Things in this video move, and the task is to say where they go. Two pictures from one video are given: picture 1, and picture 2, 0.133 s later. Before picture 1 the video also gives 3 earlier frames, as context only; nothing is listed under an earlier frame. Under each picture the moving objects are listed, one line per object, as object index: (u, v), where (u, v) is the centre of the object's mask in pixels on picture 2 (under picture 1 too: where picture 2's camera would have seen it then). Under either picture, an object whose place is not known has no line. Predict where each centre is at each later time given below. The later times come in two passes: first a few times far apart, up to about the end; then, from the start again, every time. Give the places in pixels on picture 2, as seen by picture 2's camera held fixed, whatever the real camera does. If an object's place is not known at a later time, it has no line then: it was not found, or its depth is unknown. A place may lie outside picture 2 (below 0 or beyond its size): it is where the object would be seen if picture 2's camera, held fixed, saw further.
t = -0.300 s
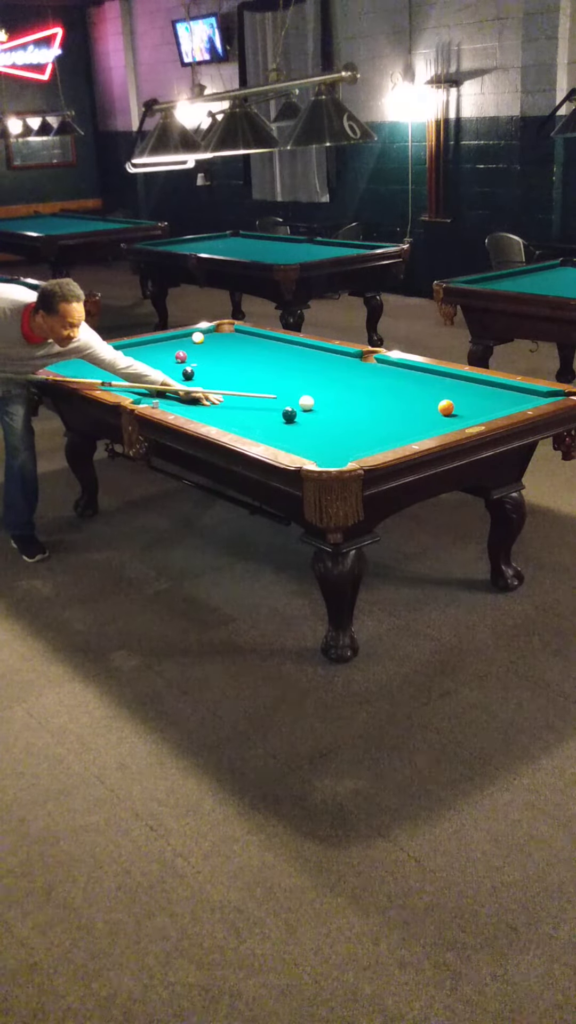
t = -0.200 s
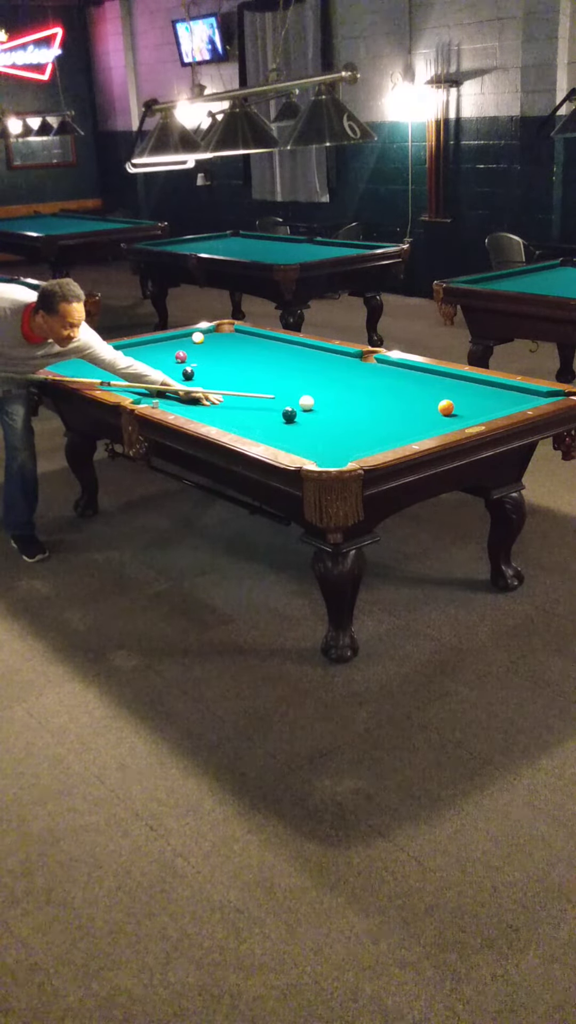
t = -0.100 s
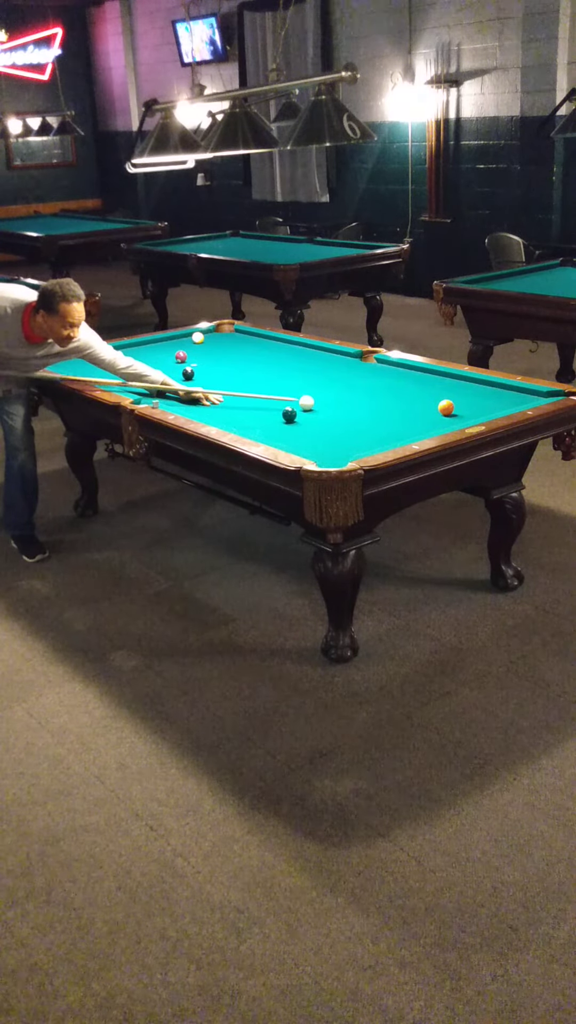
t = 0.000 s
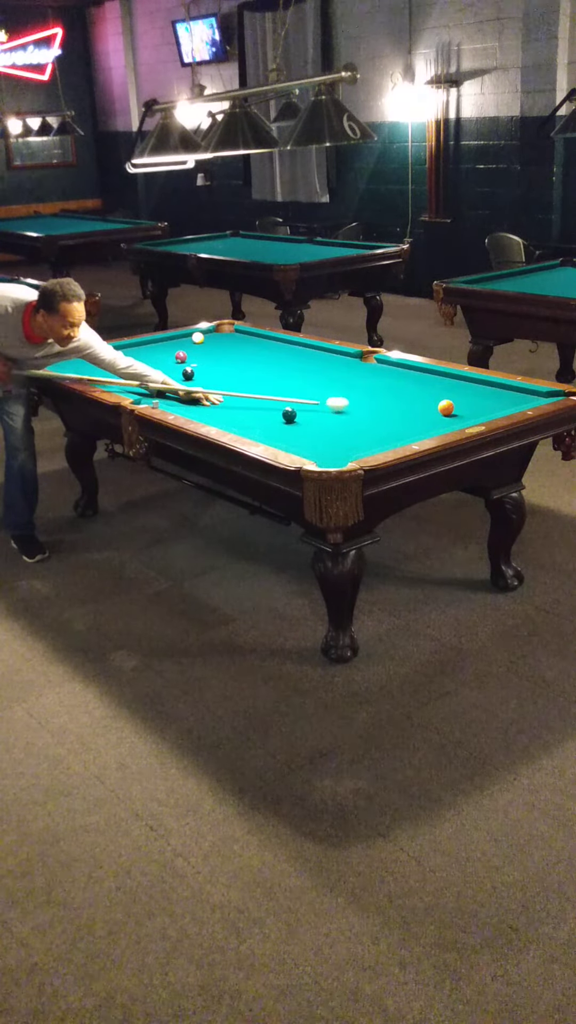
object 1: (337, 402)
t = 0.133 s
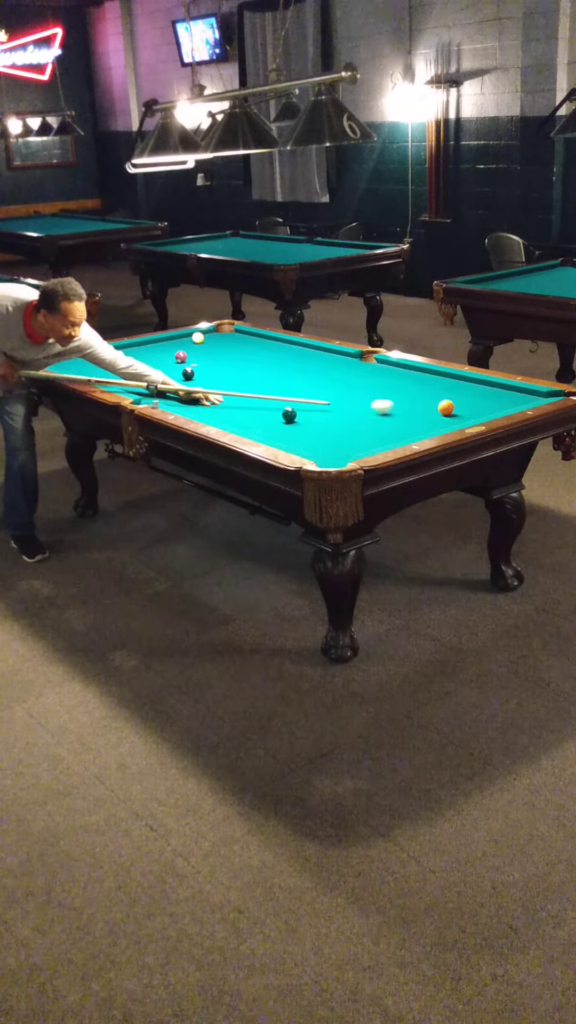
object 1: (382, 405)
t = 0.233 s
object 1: (416, 407)
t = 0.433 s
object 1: (449, 415)
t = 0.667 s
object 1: (456, 418)
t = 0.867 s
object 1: (438, 415)
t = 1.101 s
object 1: (419, 412)
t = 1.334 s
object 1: (402, 409)
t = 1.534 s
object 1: (388, 406)
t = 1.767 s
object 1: (374, 403)
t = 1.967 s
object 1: (363, 401)
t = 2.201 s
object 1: (352, 399)
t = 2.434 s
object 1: (341, 398)
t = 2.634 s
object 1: (334, 396)
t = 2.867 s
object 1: (326, 395)
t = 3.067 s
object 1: (320, 394)
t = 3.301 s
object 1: (314, 393)
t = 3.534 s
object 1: (309, 392)
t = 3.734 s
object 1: (305, 391)
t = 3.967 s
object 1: (302, 391)
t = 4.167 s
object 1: (300, 391)
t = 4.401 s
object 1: (299, 390)
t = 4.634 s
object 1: (298, 390)
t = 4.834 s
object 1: (297, 390)
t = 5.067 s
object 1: (297, 390)
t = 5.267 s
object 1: (297, 390)
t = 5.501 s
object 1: (297, 390)
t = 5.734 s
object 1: (297, 390)
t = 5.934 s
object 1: (297, 390)
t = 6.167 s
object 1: (297, 390)
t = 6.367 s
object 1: (298, 390)
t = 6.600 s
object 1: (297, 390)
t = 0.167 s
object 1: (393, 406)
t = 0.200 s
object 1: (405, 406)
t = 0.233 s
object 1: (416, 407)
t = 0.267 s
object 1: (427, 408)
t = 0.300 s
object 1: (433, 409)
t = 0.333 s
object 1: (436, 411)
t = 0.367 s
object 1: (440, 412)
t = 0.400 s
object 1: (444, 414)
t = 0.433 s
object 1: (449, 415)
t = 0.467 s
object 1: (453, 416)
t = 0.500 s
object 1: (458, 417)
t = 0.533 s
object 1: (462, 418)
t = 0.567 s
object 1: (465, 418)
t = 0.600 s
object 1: (462, 418)
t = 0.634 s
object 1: (459, 418)
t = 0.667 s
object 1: (456, 418)
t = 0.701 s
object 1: (453, 417)
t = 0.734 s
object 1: (450, 417)
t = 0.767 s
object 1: (447, 417)
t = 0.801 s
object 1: (444, 416)
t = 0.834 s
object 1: (441, 416)
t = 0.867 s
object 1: (438, 415)
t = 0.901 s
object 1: (435, 415)
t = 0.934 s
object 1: (432, 414)
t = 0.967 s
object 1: (430, 414)
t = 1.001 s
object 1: (427, 413)
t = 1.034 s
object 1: (424, 413)
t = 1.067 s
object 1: (422, 412)
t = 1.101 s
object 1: (419, 412)
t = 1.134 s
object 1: (416, 411)
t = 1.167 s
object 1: (414, 411)
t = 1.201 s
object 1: (411, 410)
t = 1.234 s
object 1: (409, 410)
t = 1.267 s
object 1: (406, 410)
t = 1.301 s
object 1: (404, 409)
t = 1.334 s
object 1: (402, 409)
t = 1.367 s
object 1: (399, 408)
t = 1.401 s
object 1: (397, 408)
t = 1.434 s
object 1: (395, 407)
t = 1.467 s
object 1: (393, 407)
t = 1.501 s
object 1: (390, 406)
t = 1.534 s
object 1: (388, 406)
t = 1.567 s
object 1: (386, 406)
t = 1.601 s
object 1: (384, 405)
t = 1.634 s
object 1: (382, 405)
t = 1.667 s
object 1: (380, 404)
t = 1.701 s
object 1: (378, 404)
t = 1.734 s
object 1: (376, 404)
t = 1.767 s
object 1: (374, 403)
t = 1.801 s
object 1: (372, 403)
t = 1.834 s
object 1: (370, 403)
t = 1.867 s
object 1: (369, 402)
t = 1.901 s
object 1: (367, 402)
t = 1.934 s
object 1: (365, 402)
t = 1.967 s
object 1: (363, 401)
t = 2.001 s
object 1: (362, 401)
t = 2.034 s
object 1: (360, 401)
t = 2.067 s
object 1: (358, 401)
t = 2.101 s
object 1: (357, 400)
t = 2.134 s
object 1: (355, 400)
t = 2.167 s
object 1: (354, 400)
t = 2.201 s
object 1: (352, 399)
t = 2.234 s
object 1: (350, 399)
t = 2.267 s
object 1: (349, 399)
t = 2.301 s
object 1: (347, 399)
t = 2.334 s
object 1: (346, 398)
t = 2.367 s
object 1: (344, 398)
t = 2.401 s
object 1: (343, 398)
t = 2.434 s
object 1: (341, 398)
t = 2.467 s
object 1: (340, 398)
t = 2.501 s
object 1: (339, 397)
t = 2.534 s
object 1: (337, 397)
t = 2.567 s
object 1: (336, 397)
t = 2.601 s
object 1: (335, 396)
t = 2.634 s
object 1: (334, 396)
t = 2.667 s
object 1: (332, 396)
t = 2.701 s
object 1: (331, 396)
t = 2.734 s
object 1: (330, 396)
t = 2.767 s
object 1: (329, 395)
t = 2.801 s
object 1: (328, 395)
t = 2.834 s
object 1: (327, 395)
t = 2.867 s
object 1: (326, 395)
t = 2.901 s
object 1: (325, 395)
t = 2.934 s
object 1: (324, 395)
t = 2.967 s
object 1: (323, 394)
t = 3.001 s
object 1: (322, 394)
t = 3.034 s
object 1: (321, 394)
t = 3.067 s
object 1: (320, 394)
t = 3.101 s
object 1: (319, 394)
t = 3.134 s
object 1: (318, 393)
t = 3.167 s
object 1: (317, 393)
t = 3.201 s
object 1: (317, 393)
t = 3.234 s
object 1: (316, 393)
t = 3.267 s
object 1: (315, 393)
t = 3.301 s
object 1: (314, 393)
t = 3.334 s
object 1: (313, 393)
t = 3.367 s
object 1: (313, 393)
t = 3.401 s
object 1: (312, 393)
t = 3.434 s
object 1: (311, 392)
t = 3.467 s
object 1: (310, 392)
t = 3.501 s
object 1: (309, 392)
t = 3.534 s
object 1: (309, 392)
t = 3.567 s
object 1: (308, 392)
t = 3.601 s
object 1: (307, 392)
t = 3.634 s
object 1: (307, 392)
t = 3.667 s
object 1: (306, 392)
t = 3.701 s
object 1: (306, 391)
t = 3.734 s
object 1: (305, 391)
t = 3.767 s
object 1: (305, 391)
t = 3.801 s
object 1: (304, 391)
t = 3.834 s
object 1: (304, 391)
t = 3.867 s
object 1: (303, 391)
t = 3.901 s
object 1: (303, 391)
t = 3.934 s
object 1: (302, 391)
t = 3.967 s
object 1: (302, 391)
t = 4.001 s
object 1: (302, 391)
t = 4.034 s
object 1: (301, 391)
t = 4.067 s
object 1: (301, 391)
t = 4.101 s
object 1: (301, 391)
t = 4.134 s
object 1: (301, 391)
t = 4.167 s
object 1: (300, 391)
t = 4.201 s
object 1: (300, 391)
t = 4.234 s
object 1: (300, 391)
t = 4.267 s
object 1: (300, 391)
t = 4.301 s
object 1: (300, 390)
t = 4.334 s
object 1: (300, 390)
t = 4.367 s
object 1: (299, 390)
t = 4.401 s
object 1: (299, 390)
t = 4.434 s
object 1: (299, 390)
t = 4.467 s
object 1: (299, 390)
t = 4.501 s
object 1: (299, 390)
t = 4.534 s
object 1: (299, 390)
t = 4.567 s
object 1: (299, 390)
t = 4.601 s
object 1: (298, 390)
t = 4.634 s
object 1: (298, 390)
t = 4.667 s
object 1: (298, 390)
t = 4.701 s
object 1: (298, 390)
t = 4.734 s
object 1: (298, 390)
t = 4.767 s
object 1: (298, 390)
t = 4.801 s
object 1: (297, 390)
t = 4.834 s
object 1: (297, 390)
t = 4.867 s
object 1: (297, 390)
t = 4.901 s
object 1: (297, 390)
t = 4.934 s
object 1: (297, 390)
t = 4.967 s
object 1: (297, 390)
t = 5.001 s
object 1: (297, 390)
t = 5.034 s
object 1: (297, 390)
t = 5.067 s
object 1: (297, 390)
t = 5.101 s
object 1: (297, 390)
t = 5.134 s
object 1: (297, 390)
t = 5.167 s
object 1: (297, 390)
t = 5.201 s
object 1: (297, 390)
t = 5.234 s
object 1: (297, 390)
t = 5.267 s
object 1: (297, 390)
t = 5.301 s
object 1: (297, 390)
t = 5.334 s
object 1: (297, 390)
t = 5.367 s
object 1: (297, 390)
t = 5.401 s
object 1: (297, 390)
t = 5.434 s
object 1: (297, 390)
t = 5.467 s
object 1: (297, 390)
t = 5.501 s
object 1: (297, 390)
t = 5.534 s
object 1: (297, 390)
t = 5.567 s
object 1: (297, 390)
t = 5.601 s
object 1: (297, 390)
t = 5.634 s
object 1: (297, 390)
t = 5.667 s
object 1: (297, 390)
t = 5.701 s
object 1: (297, 390)
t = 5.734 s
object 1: (297, 390)
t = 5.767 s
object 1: (297, 390)
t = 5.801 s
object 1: (297, 390)
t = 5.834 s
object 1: (297, 390)
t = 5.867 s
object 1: (297, 390)
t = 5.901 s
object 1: (297, 390)
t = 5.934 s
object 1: (297, 390)
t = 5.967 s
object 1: (297, 390)
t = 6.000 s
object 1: (297, 390)
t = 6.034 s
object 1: (297, 390)
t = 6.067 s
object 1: (297, 390)
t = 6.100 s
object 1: (297, 390)
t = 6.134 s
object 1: (297, 390)
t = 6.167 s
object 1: (297, 390)
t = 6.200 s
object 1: (297, 390)
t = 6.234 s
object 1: (297, 390)
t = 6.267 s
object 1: (298, 390)
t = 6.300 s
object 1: (297, 390)
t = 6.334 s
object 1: (297, 390)
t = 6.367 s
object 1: (298, 390)
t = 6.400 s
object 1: (297, 390)
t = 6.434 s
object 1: (297, 390)
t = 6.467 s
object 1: (297, 390)
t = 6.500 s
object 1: (298, 390)
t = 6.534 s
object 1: (297, 390)
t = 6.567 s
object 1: (298, 390)
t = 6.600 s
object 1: (297, 390)
